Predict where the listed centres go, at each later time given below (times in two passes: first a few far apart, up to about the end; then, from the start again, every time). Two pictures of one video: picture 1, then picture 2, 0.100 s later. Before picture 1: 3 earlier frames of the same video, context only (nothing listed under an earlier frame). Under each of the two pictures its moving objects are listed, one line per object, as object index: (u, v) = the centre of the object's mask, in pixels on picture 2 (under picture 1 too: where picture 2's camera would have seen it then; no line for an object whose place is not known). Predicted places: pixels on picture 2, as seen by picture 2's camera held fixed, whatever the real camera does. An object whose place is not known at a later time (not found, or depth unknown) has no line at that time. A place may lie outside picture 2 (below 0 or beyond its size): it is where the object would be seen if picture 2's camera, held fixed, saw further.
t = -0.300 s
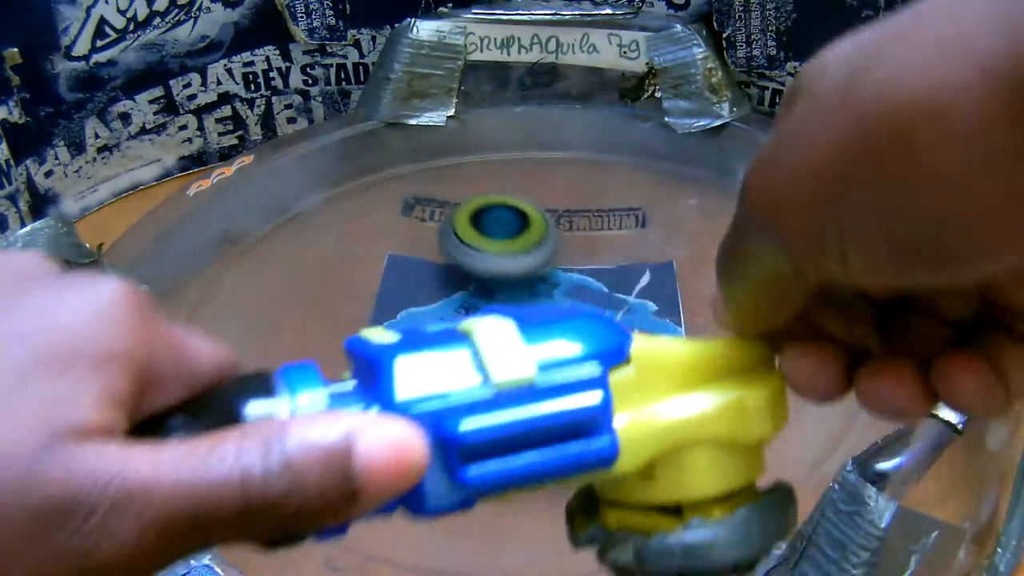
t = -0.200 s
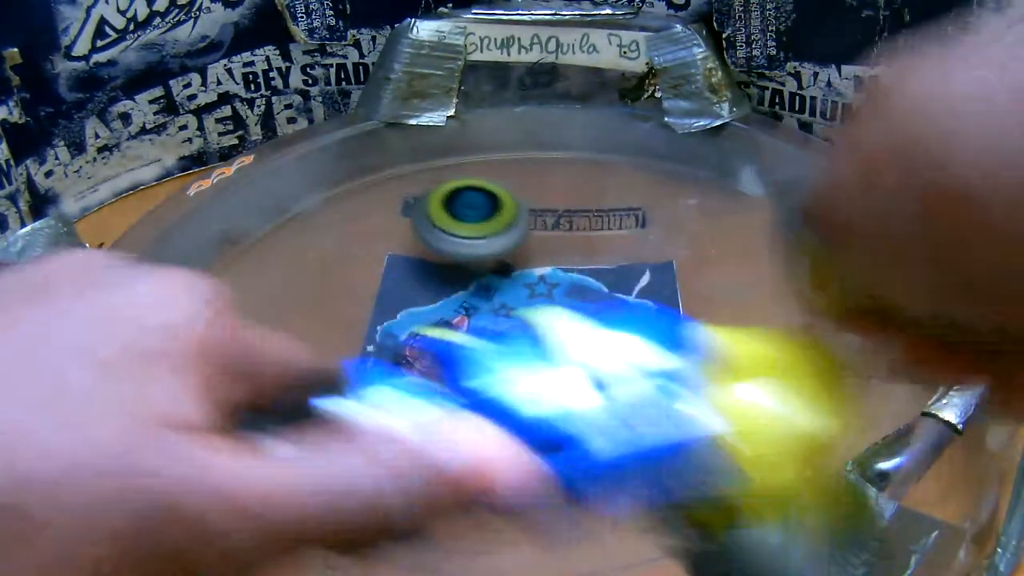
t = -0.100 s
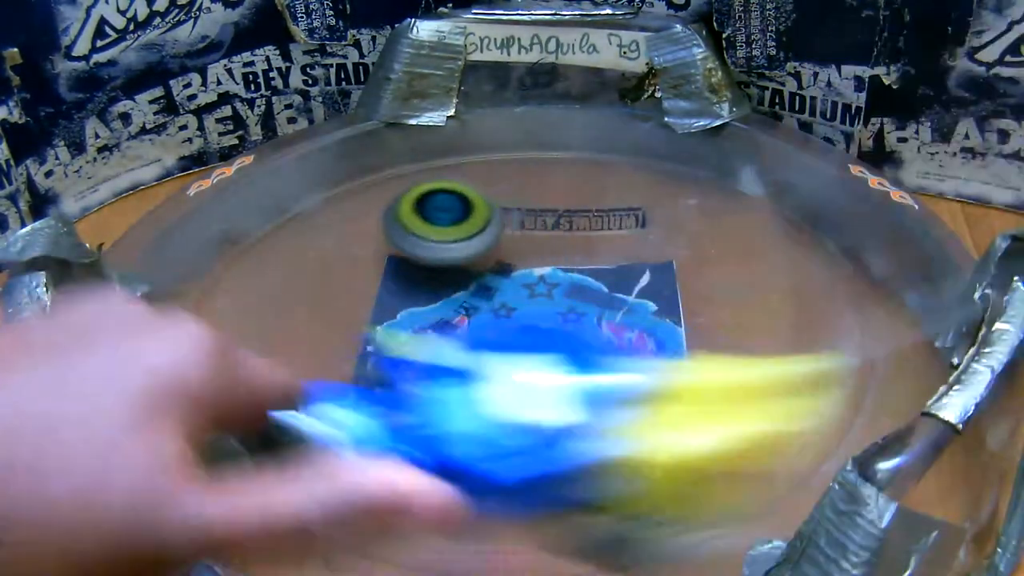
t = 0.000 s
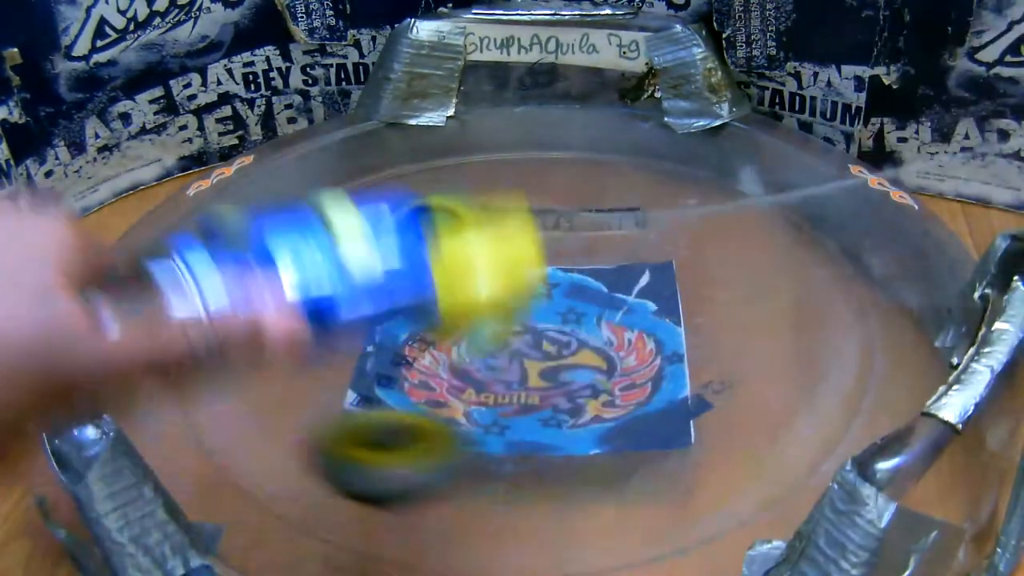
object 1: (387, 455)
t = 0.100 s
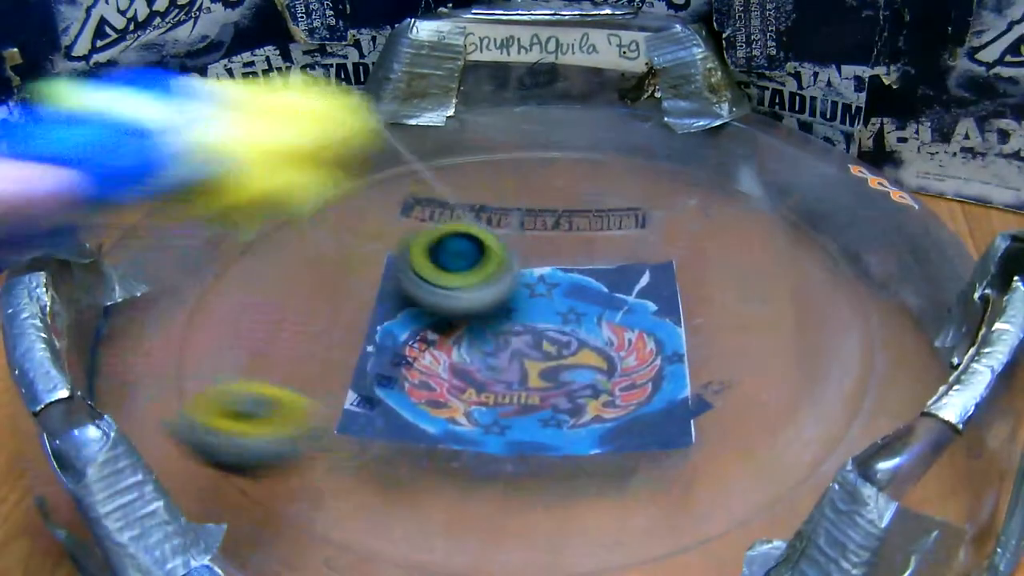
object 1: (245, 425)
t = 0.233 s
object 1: (203, 372)
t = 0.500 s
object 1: (211, 287)
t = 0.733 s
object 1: (228, 249)
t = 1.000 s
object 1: (237, 234)
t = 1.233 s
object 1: (271, 216)
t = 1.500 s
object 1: (306, 190)
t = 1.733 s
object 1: (319, 176)
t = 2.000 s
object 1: (332, 219)
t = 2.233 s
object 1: (607, 258)
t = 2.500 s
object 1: (532, 107)
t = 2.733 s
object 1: (401, 327)
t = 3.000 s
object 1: (624, 451)
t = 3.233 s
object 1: (850, 228)
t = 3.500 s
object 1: (500, 121)
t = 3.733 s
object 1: (246, 339)
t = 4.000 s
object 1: (779, 457)
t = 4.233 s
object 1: (748, 194)
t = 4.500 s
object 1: (296, 182)
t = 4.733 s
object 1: (251, 425)
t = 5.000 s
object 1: (749, 396)
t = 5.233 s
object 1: (681, 158)
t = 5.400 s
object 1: (399, 144)
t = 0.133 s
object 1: (222, 406)
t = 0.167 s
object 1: (214, 396)
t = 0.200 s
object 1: (202, 381)
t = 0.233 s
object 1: (203, 372)
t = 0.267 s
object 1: (206, 360)
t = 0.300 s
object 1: (203, 348)
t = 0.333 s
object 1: (195, 337)
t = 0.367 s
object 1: (186, 322)
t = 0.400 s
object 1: (191, 315)
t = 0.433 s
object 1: (202, 306)
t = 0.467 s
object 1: (208, 297)
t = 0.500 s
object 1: (211, 287)
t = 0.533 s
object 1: (210, 276)
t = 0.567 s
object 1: (206, 267)
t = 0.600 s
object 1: (214, 264)
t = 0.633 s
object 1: (222, 261)
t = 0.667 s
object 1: (227, 258)
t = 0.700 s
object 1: (229, 254)
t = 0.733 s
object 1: (228, 249)
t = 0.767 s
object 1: (225, 245)
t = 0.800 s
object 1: (228, 244)
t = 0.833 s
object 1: (232, 245)
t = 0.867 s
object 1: (235, 245)
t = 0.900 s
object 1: (237, 243)
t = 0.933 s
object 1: (237, 241)
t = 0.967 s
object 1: (237, 236)
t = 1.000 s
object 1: (237, 234)
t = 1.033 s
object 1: (242, 233)
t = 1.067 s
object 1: (246, 231)
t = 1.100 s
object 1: (249, 227)
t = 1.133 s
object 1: (251, 223)
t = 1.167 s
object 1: (255, 218)
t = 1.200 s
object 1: (264, 218)
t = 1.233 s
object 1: (271, 216)
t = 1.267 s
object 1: (277, 213)
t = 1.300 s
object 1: (282, 208)
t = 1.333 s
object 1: (285, 202)
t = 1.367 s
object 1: (286, 195)
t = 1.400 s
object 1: (291, 194)
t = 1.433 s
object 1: (298, 194)
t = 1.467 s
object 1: (303, 193)
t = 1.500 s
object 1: (306, 190)
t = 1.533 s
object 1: (308, 187)
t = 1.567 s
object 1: (309, 183)
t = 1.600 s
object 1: (311, 180)
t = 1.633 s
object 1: (313, 180)
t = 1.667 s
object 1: (316, 180)
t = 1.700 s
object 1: (318, 178)
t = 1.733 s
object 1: (319, 176)
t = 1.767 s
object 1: (322, 175)
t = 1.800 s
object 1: (326, 177)
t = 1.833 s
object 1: (329, 179)
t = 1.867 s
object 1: (328, 180)
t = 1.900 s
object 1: (326, 182)
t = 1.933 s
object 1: (324, 188)
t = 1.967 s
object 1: (325, 199)
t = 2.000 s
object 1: (332, 219)
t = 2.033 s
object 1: (353, 244)
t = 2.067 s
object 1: (390, 270)
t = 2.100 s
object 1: (440, 293)
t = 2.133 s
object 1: (499, 307)
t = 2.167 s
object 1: (545, 305)
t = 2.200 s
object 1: (577, 283)
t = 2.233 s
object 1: (607, 258)
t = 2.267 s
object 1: (627, 230)
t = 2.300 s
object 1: (638, 201)
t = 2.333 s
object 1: (640, 173)
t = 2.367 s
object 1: (635, 150)
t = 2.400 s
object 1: (620, 127)
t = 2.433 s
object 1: (600, 111)
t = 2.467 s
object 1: (572, 98)
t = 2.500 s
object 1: (532, 107)
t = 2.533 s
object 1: (495, 120)
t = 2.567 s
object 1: (456, 139)
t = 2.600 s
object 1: (425, 165)
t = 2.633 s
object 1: (399, 203)
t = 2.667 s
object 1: (386, 246)
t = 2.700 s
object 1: (385, 290)
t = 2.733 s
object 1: (401, 327)
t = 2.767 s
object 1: (381, 347)
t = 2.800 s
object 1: (370, 365)
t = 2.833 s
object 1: (371, 384)
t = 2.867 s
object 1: (388, 404)
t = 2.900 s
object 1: (428, 425)
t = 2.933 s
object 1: (480, 443)
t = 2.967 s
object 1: (551, 453)
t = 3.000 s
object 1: (624, 451)
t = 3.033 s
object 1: (697, 439)
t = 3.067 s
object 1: (764, 414)
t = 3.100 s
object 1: (813, 384)
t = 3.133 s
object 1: (852, 347)
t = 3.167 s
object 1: (868, 306)
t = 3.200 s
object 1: (864, 265)
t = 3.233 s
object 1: (850, 228)
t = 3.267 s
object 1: (832, 198)
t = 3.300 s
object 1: (805, 169)
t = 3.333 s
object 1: (769, 147)
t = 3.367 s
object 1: (726, 130)
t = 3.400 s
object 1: (669, 119)
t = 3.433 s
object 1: (615, 113)
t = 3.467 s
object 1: (556, 114)
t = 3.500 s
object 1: (500, 121)
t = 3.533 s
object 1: (436, 138)
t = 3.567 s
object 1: (383, 160)
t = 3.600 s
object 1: (335, 189)
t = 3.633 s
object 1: (291, 226)
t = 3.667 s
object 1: (259, 262)
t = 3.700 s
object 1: (243, 303)
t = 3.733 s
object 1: (246, 339)
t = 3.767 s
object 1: (267, 390)
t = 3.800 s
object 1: (294, 433)
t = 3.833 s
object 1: (337, 478)
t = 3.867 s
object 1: (410, 509)
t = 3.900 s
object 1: (509, 519)
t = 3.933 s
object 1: (616, 513)
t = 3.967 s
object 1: (713, 494)
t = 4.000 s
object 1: (779, 457)
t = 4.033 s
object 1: (829, 406)
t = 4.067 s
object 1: (847, 369)
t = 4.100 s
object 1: (852, 322)
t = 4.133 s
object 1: (842, 288)
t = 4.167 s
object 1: (823, 255)
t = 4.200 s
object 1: (792, 223)
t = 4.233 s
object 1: (748, 194)
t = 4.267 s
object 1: (701, 173)
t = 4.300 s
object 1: (645, 153)
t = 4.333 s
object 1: (591, 140)
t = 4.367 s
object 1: (528, 132)
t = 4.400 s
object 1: (467, 132)
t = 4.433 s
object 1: (408, 138)
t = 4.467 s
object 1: (353, 155)
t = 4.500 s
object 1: (296, 182)
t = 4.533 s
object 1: (253, 212)
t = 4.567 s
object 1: (218, 249)
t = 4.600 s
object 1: (194, 287)
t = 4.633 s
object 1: (190, 323)
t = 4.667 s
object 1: (196, 358)
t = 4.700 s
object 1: (218, 392)
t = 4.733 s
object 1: (251, 425)
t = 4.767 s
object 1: (302, 456)
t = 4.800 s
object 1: (369, 481)
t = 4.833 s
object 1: (443, 494)
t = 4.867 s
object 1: (521, 495)
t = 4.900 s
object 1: (595, 483)
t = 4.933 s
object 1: (659, 463)
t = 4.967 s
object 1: (708, 432)
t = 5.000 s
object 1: (749, 396)
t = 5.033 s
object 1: (777, 357)
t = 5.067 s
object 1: (790, 319)
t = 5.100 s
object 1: (792, 274)
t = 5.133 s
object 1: (779, 241)
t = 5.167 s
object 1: (755, 208)
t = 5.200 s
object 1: (720, 179)
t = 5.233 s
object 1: (681, 158)
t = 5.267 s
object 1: (633, 140)
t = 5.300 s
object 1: (583, 126)
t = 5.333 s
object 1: (529, 119)
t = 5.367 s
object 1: (463, 127)
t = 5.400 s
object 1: (399, 144)
